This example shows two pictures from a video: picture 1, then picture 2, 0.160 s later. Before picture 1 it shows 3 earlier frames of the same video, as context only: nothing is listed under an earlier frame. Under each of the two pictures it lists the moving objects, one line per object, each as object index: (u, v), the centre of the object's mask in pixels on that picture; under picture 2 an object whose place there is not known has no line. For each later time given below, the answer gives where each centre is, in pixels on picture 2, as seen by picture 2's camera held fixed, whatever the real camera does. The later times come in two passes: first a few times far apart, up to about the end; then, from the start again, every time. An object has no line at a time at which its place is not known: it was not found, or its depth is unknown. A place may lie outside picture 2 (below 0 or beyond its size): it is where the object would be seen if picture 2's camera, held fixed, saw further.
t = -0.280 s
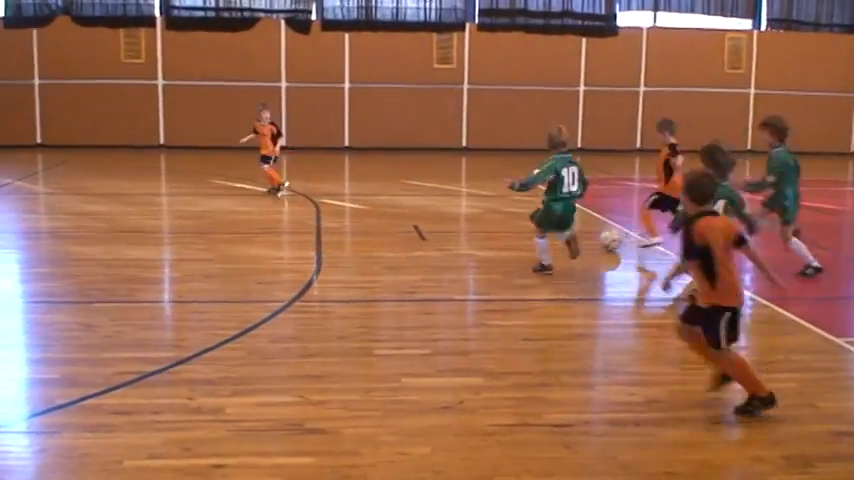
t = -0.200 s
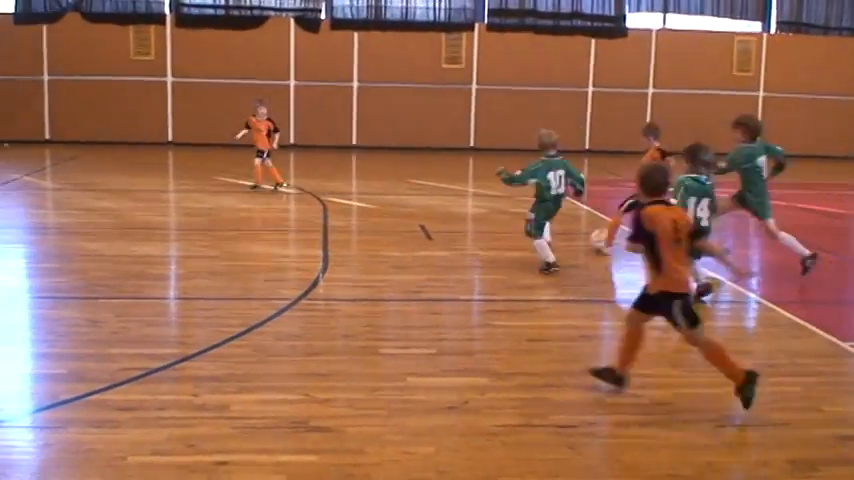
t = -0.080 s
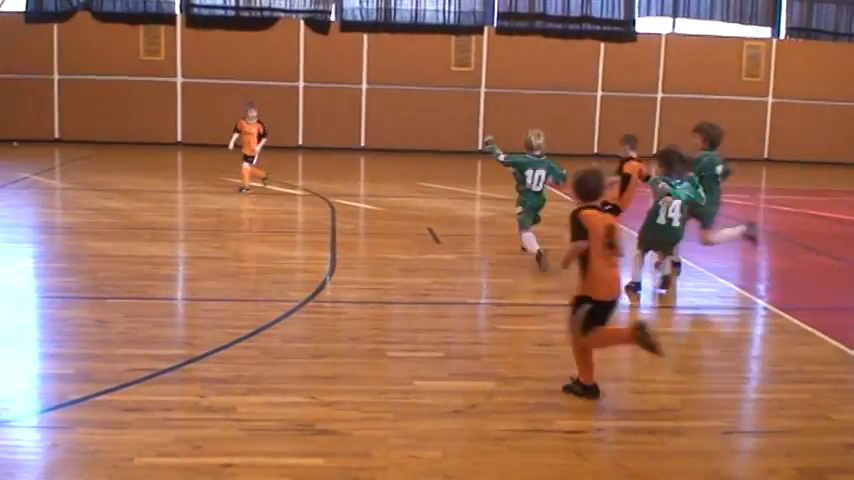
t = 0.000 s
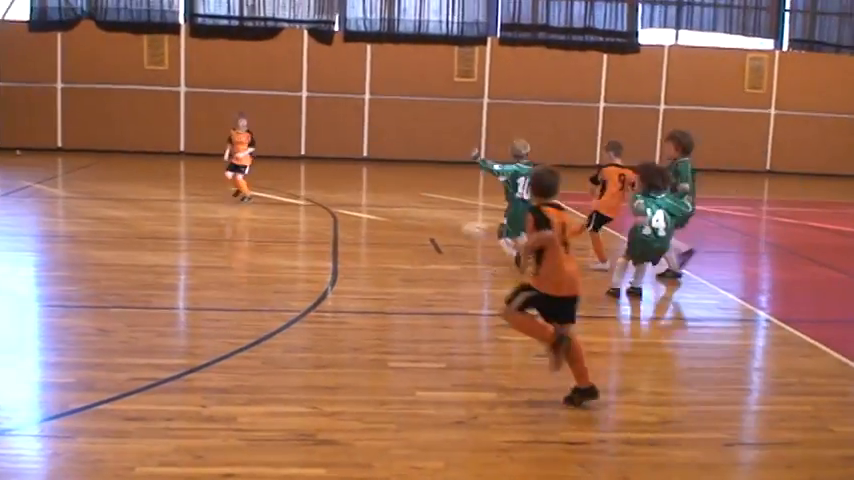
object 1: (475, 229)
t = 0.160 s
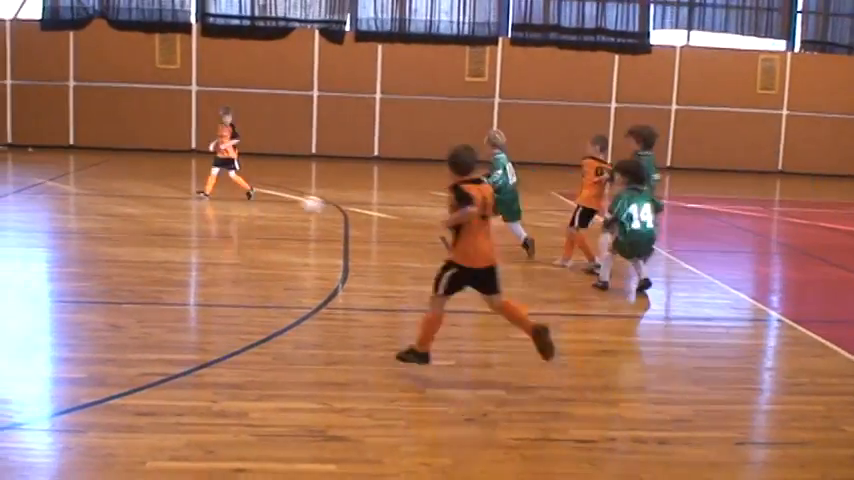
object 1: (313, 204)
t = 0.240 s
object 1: (231, 202)
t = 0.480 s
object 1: (31, 194)
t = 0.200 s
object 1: (271, 202)
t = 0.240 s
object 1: (231, 202)
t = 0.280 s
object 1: (192, 203)
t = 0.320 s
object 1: (152, 206)
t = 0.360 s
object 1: (116, 212)
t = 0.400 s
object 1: (85, 208)
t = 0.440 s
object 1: (57, 201)
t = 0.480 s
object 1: (31, 194)
